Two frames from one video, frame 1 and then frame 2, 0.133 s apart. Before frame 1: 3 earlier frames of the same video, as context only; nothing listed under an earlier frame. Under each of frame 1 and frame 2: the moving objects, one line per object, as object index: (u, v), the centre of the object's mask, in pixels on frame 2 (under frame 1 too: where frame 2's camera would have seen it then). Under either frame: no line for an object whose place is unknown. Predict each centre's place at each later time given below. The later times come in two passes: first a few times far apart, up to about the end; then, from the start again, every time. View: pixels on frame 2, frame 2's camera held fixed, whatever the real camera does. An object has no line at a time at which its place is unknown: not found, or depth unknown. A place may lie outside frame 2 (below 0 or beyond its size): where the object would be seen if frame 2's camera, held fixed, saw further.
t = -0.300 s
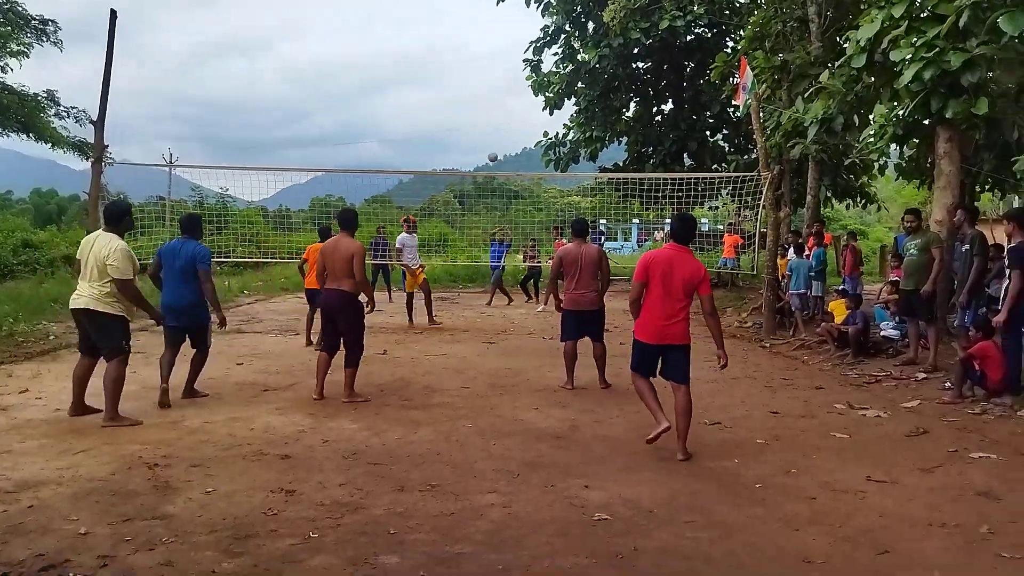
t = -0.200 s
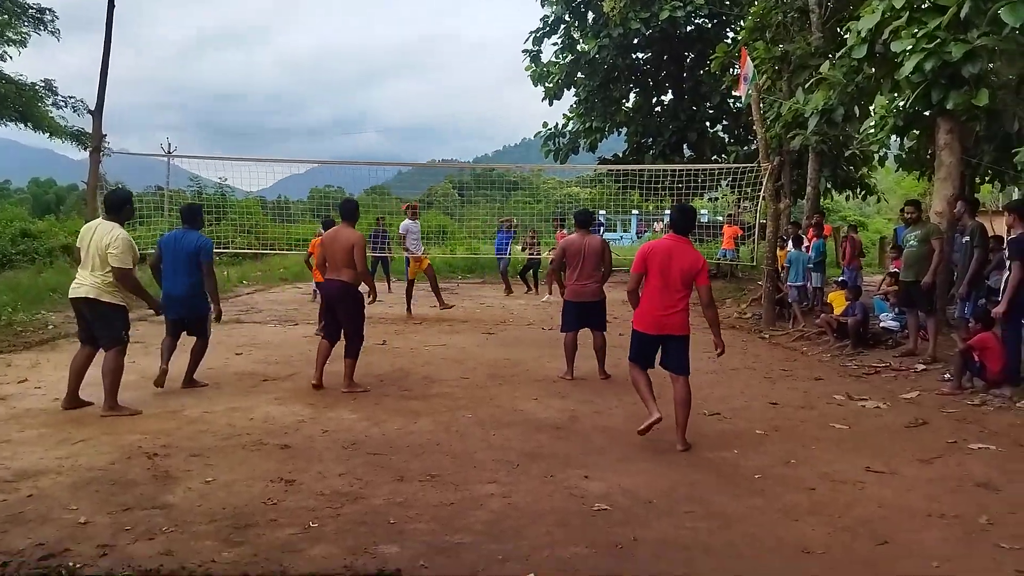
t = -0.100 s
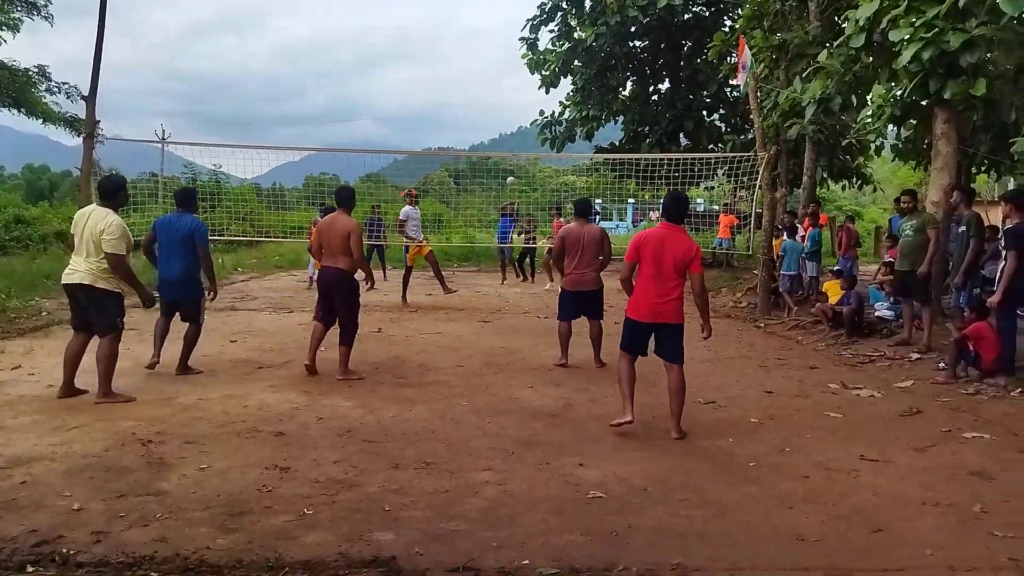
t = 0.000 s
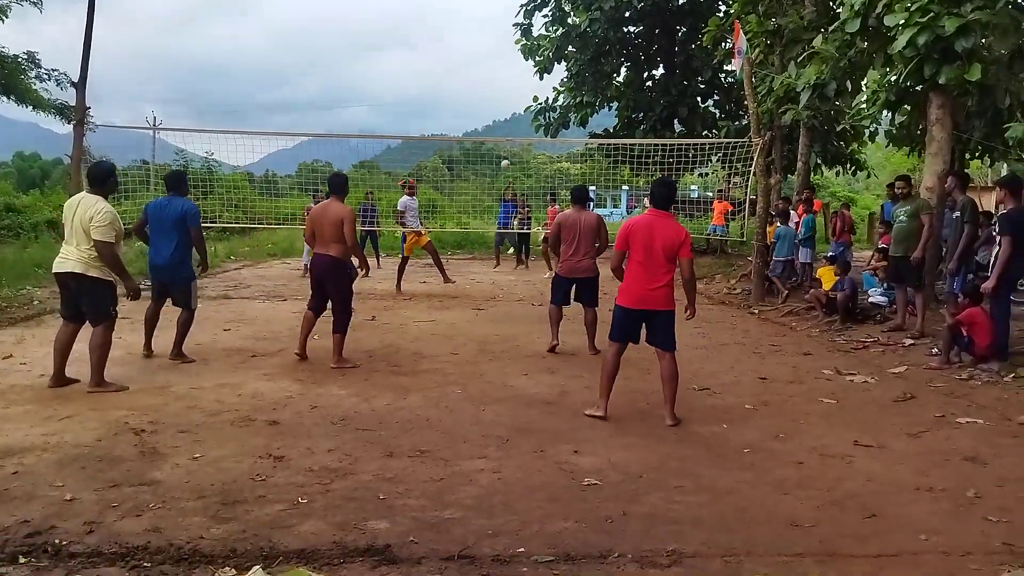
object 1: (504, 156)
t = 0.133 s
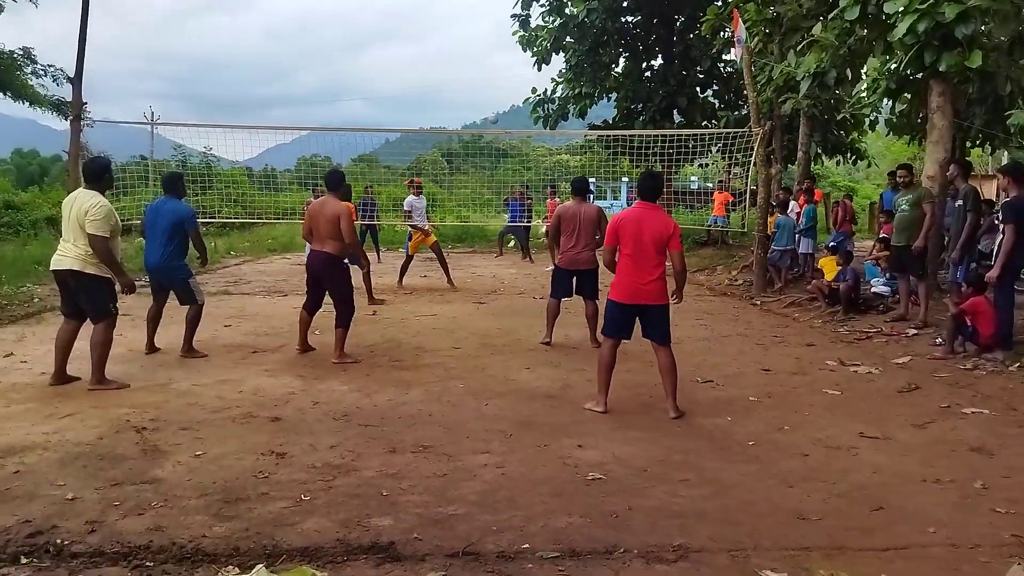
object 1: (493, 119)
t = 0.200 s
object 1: (487, 101)
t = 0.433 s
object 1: (460, 46)
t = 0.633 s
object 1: (429, 16)
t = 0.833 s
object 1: (386, 11)
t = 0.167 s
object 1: (490, 111)
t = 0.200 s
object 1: (487, 101)
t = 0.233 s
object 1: (483, 92)
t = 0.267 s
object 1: (480, 84)
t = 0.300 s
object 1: (476, 75)
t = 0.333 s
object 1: (472, 67)
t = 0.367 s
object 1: (468, 60)
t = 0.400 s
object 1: (464, 53)
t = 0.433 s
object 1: (460, 46)
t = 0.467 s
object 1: (456, 40)
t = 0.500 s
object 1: (451, 34)
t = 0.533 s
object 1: (444, 29)
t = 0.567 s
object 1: (438, 25)
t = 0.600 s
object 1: (433, 21)
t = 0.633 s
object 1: (429, 16)
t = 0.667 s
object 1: (424, 13)
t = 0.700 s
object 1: (417, 11)
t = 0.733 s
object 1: (409, 9)
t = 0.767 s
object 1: (402, 9)
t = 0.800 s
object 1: (394, 10)
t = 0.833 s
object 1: (386, 11)
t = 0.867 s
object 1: (377, 14)
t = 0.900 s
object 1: (367, 18)
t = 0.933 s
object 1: (359, 24)
